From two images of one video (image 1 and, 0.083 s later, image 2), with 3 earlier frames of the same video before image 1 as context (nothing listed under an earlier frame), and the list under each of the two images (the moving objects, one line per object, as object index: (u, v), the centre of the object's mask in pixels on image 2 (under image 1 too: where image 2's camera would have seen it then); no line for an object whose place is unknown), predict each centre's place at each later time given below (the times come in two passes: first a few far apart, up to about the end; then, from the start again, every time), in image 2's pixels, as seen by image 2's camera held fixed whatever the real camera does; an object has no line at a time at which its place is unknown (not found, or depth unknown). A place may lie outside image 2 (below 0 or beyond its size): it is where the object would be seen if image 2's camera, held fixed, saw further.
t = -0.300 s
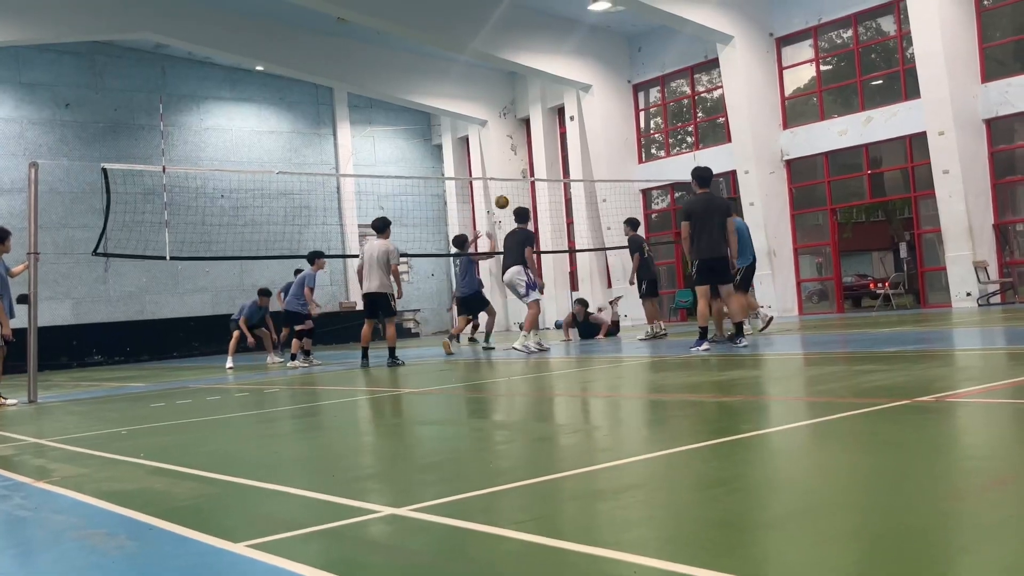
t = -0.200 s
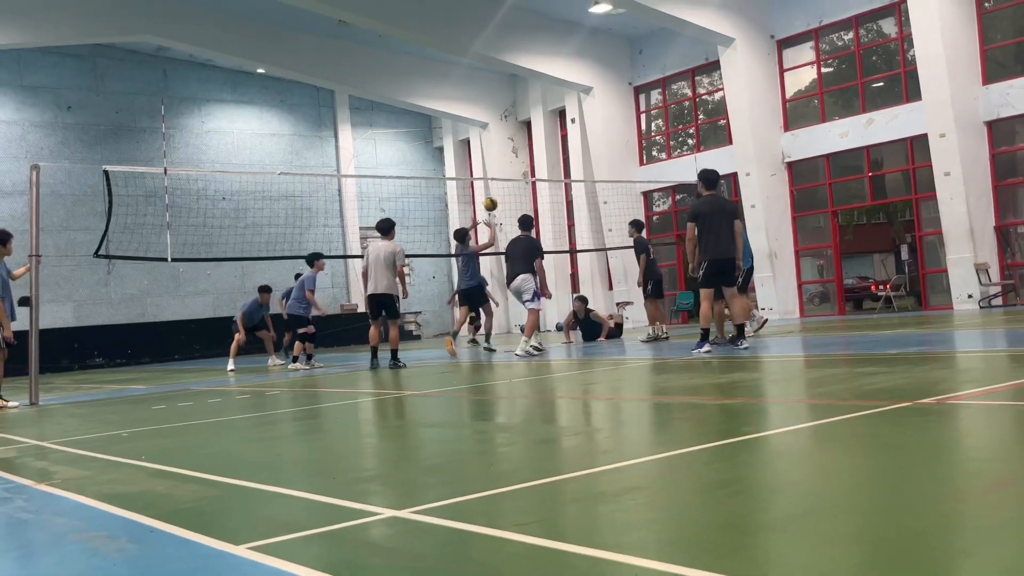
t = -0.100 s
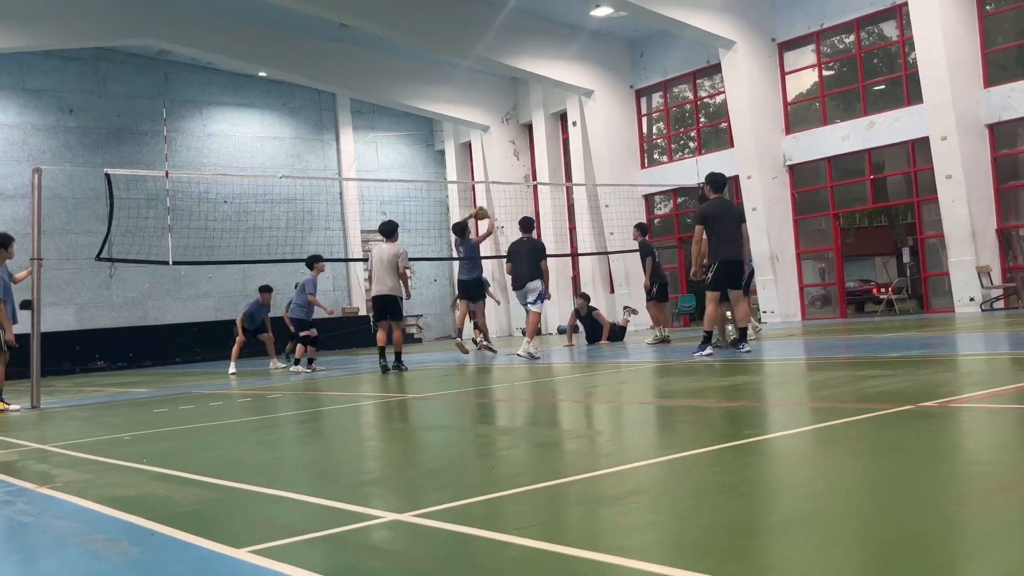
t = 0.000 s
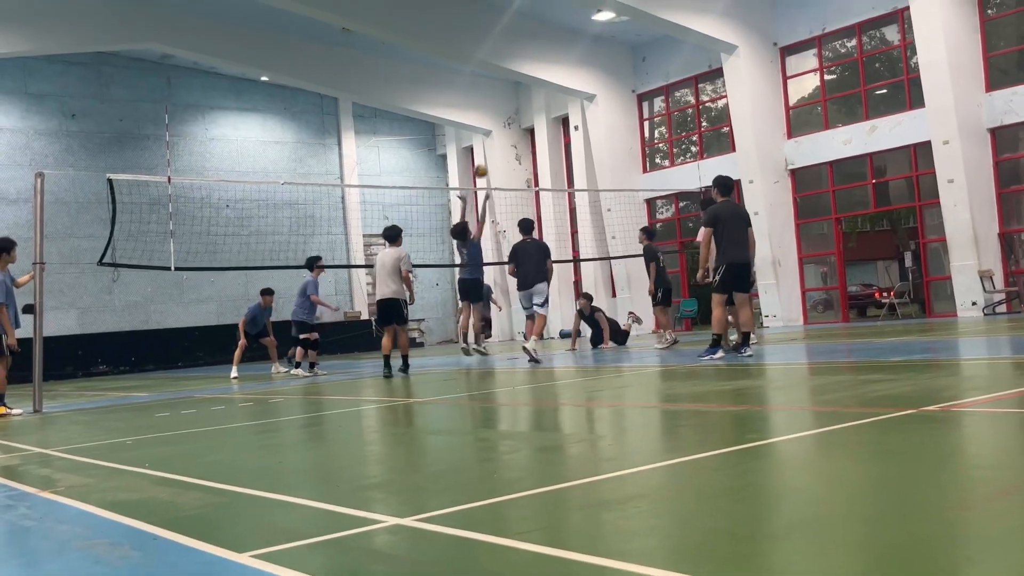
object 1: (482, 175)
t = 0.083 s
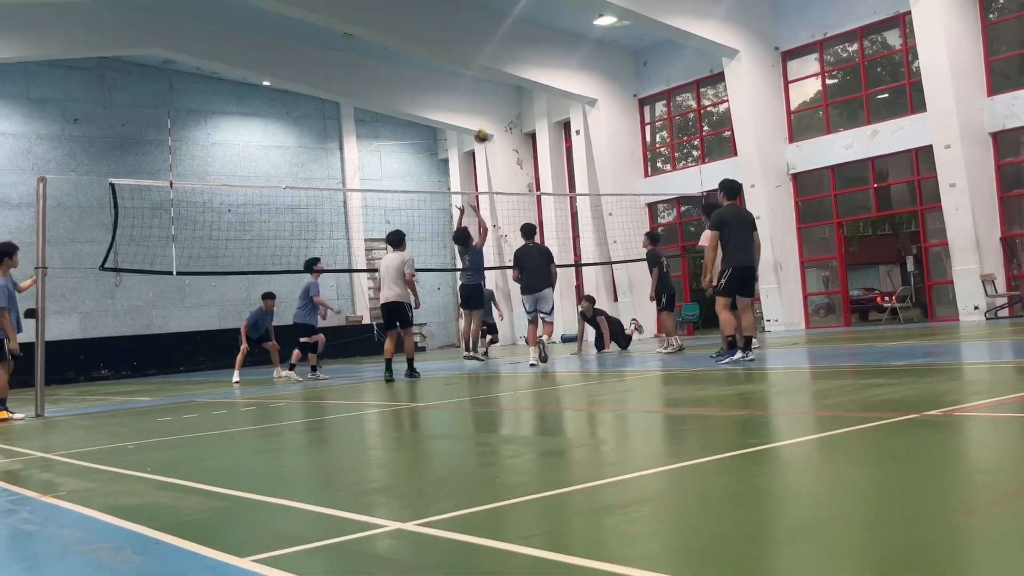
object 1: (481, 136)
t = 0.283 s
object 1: (479, 67)
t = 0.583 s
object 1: (482, 18)
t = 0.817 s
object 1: (487, 20)
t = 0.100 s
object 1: (481, 129)
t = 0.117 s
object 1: (481, 123)
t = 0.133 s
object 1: (480, 116)
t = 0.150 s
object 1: (480, 110)
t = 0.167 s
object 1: (480, 104)
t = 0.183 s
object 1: (480, 98)
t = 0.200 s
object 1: (480, 92)
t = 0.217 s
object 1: (480, 87)
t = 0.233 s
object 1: (479, 81)
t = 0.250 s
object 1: (479, 76)
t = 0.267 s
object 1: (479, 72)
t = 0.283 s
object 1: (479, 67)
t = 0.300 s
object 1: (479, 62)
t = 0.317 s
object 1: (479, 58)
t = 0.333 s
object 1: (479, 54)
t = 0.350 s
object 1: (479, 50)
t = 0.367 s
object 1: (479, 47)
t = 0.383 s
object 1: (480, 43)
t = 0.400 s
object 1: (480, 40)
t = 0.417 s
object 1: (480, 37)
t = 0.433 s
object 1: (480, 34)
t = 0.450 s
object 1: (480, 31)
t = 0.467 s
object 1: (481, 29)
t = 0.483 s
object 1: (481, 27)
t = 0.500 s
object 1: (481, 25)
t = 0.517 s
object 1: (481, 24)
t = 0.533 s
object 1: (481, 22)
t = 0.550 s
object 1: (481, 20)
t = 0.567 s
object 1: (482, 19)
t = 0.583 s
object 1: (482, 18)
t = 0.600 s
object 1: (482, 17)
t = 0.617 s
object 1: (482, 16)
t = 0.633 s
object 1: (483, 15)
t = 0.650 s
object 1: (483, 15)
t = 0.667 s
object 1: (484, 15)
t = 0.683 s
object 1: (484, 15)
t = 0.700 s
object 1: (484, 15)
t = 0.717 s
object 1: (485, 15)
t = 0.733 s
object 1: (485, 15)
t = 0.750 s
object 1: (485, 16)
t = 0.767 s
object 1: (486, 17)
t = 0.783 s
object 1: (486, 18)
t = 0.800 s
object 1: (487, 19)
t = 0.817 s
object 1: (487, 20)
